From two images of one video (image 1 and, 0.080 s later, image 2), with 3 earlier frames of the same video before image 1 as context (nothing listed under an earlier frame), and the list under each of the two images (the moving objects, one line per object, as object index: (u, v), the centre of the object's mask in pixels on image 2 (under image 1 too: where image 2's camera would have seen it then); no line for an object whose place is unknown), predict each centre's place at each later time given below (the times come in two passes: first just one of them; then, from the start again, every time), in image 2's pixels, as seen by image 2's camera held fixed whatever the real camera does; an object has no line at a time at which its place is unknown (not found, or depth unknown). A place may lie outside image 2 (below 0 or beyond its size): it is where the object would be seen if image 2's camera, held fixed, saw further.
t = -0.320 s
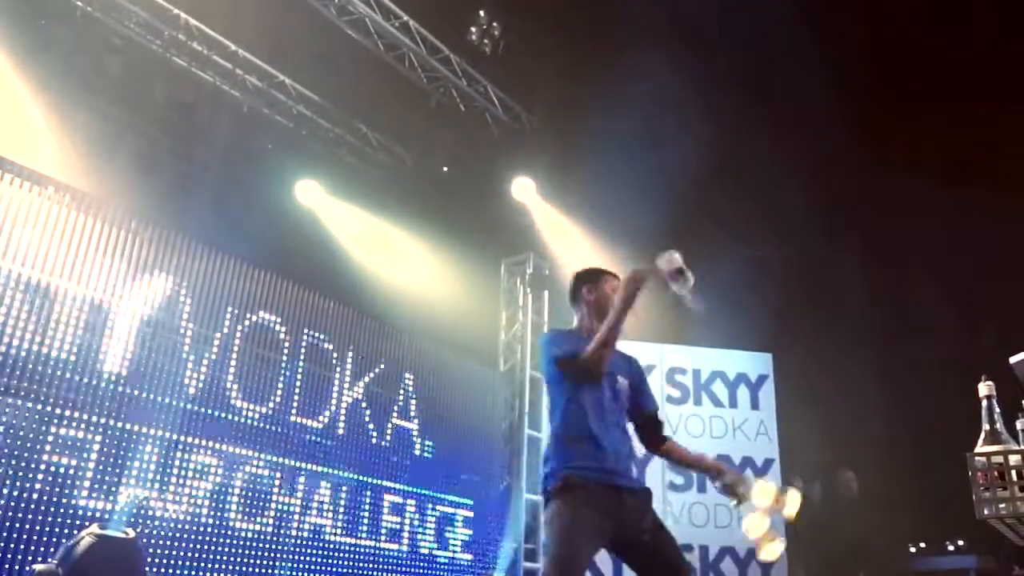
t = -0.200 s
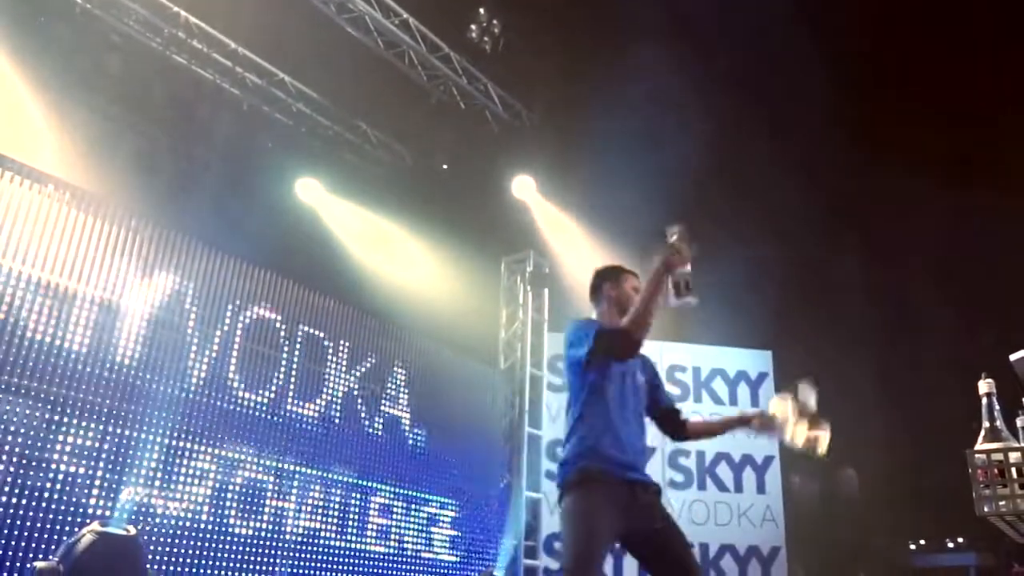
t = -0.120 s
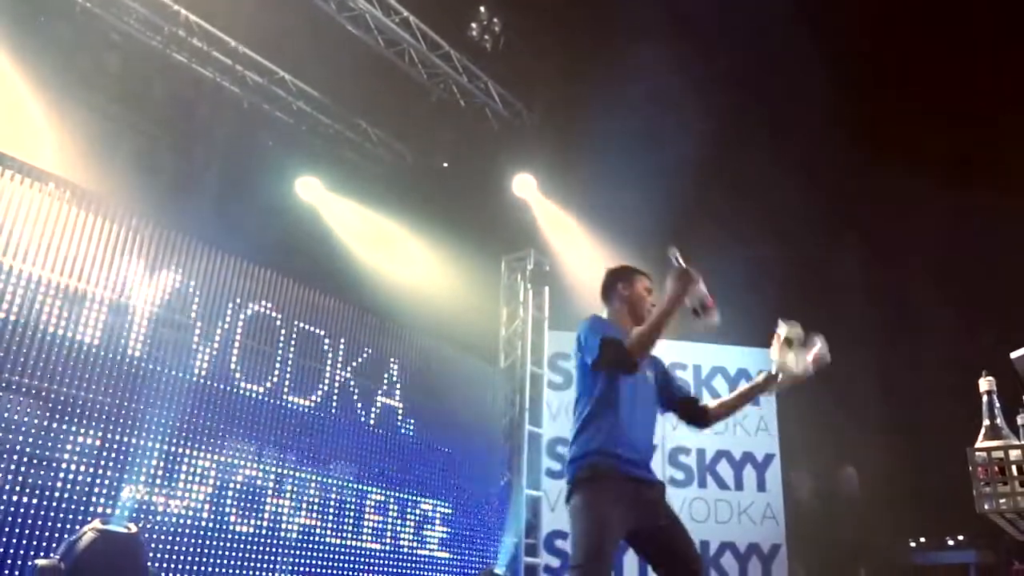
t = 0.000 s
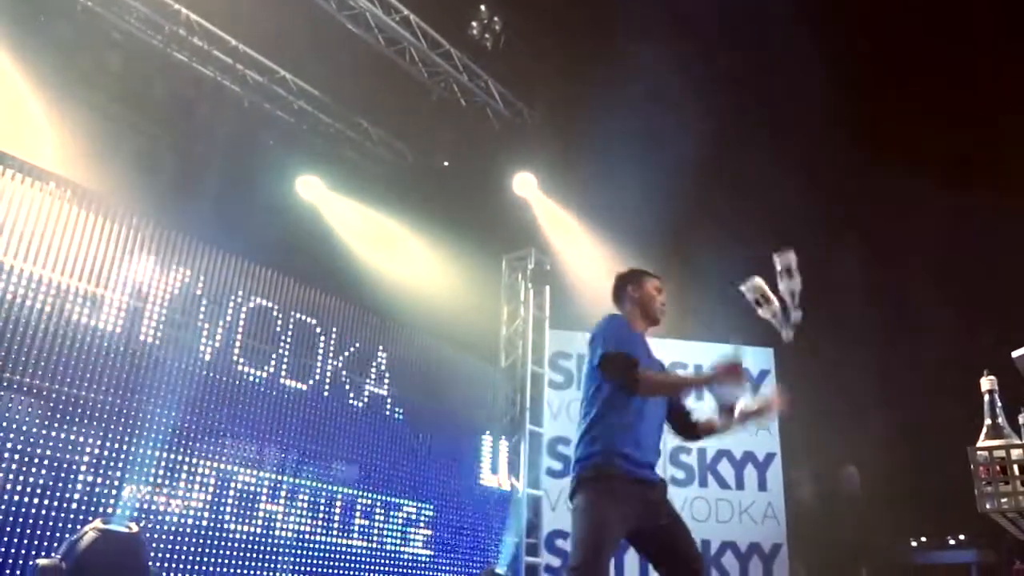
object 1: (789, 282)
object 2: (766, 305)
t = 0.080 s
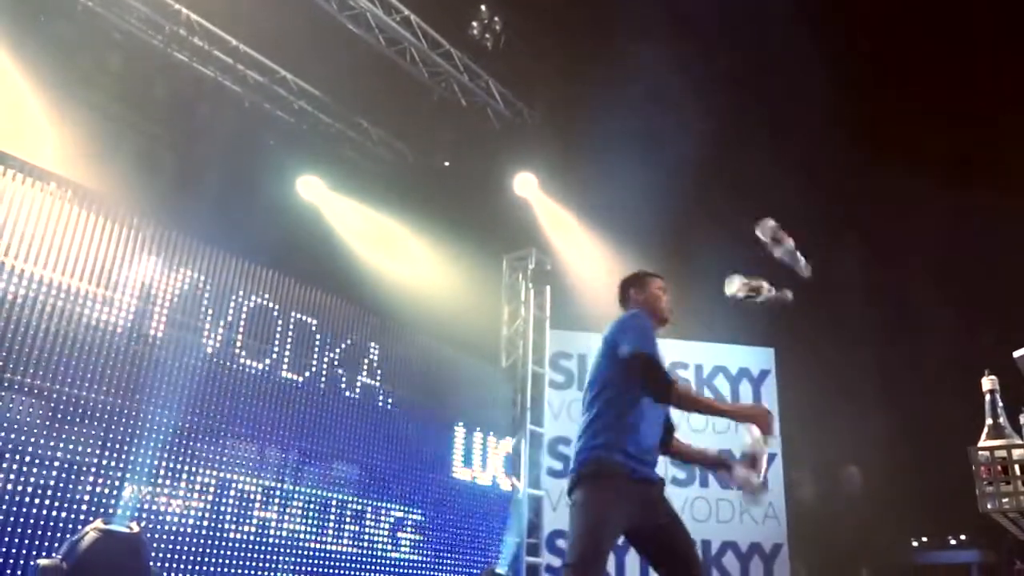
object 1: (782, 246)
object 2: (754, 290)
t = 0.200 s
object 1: (767, 213)
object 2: (736, 293)
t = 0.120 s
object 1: (778, 232)
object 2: (748, 288)
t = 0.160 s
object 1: (771, 221)
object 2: (742, 289)
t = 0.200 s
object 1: (767, 213)
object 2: (736, 293)
